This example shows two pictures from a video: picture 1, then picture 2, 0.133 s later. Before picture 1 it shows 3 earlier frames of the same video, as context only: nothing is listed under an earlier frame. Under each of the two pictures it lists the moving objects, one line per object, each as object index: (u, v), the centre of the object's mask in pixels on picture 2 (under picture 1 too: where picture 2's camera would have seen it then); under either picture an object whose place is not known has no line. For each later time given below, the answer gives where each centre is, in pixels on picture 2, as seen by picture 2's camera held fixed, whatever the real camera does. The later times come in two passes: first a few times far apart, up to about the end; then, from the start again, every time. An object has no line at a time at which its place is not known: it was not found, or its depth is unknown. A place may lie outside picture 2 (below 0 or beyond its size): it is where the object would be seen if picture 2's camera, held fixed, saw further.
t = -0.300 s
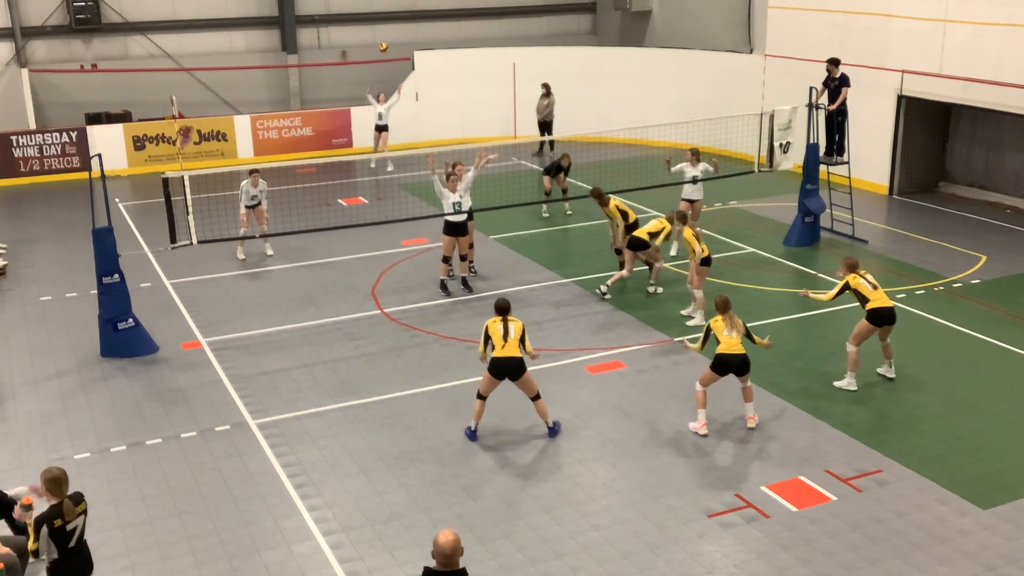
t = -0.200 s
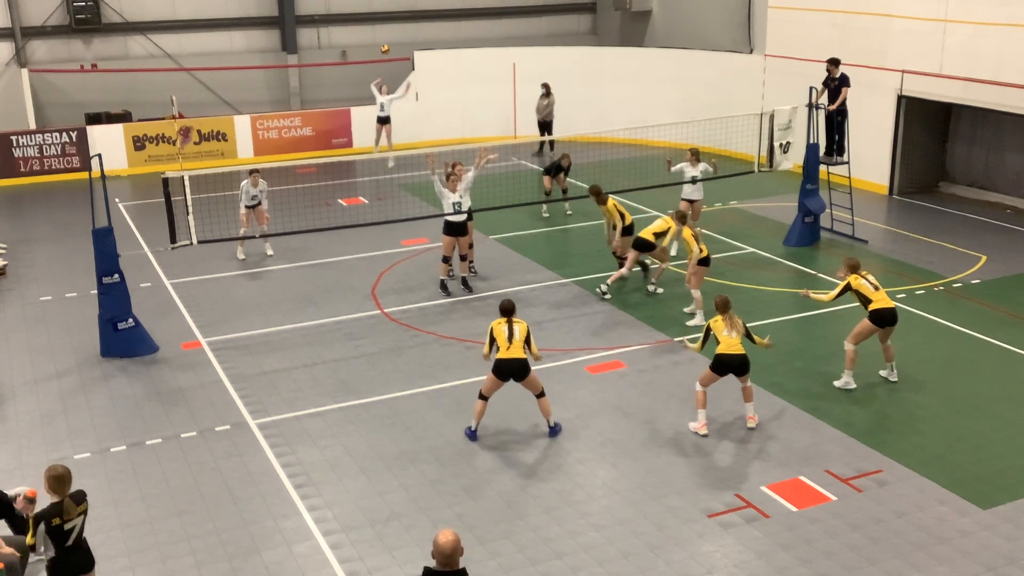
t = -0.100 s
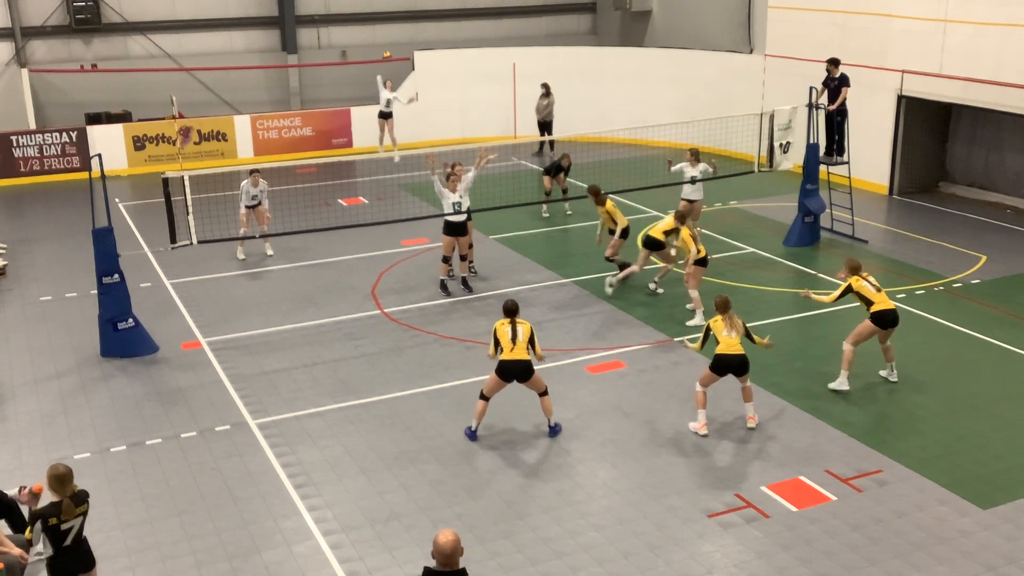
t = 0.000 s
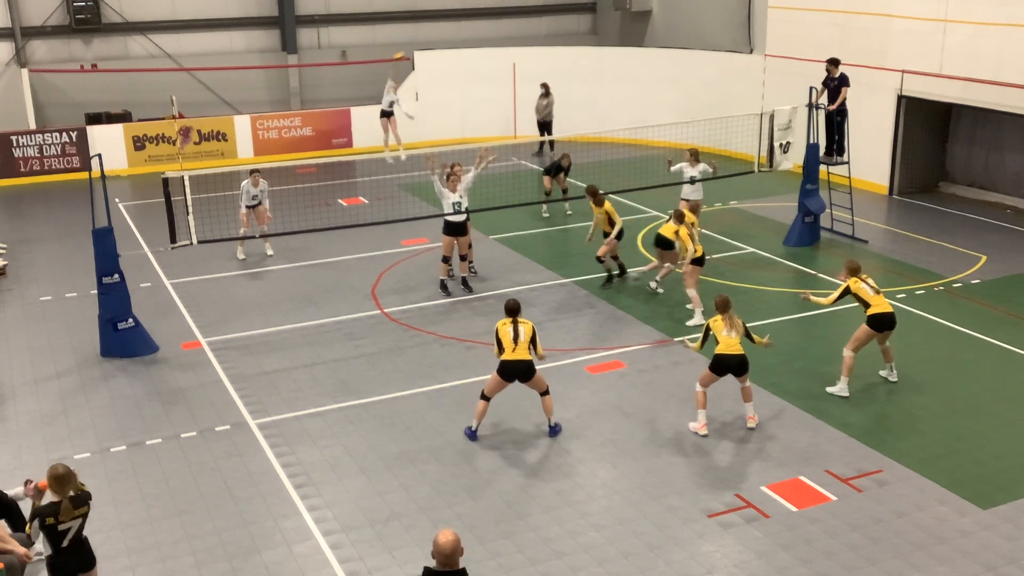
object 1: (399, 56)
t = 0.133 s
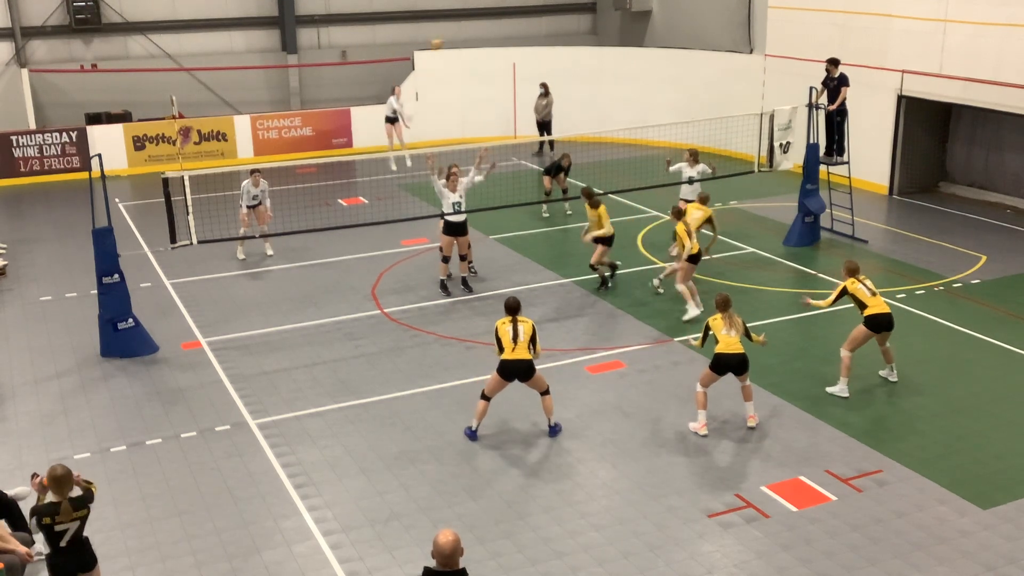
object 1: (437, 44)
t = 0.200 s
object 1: (456, 40)
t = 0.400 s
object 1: (525, 40)
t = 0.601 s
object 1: (606, 70)
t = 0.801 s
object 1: (706, 135)
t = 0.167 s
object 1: (447, 42)
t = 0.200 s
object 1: (456, 40)
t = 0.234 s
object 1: (467, 38)
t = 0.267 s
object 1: (478, 38)
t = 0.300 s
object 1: (489, 37)
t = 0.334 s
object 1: (500, 37)
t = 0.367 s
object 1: (513, 38)
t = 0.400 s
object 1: (525, 40)
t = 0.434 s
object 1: (537, 42)
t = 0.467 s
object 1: (550, 46)
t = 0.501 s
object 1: (563, 50)
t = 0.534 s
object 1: (577, 56)
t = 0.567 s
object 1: (592, 63)
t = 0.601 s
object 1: (606, 70)
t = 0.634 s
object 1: (621, 78)
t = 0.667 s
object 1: (637, 88)
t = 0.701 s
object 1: (654, 98)
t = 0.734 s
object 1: (670, 109)
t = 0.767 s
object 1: (686, 121)
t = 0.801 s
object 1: (706, 135)
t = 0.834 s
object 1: (724, 150)
